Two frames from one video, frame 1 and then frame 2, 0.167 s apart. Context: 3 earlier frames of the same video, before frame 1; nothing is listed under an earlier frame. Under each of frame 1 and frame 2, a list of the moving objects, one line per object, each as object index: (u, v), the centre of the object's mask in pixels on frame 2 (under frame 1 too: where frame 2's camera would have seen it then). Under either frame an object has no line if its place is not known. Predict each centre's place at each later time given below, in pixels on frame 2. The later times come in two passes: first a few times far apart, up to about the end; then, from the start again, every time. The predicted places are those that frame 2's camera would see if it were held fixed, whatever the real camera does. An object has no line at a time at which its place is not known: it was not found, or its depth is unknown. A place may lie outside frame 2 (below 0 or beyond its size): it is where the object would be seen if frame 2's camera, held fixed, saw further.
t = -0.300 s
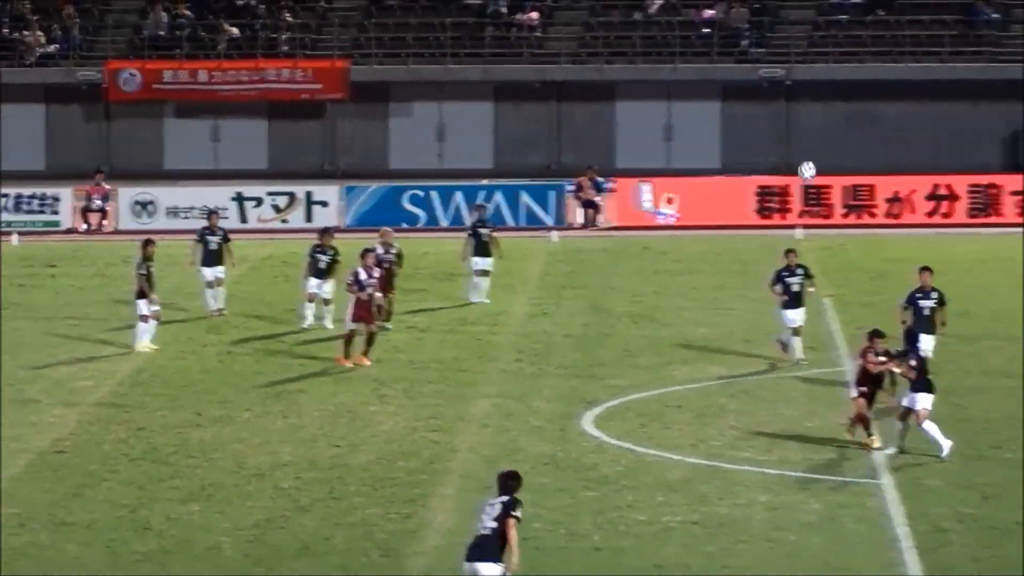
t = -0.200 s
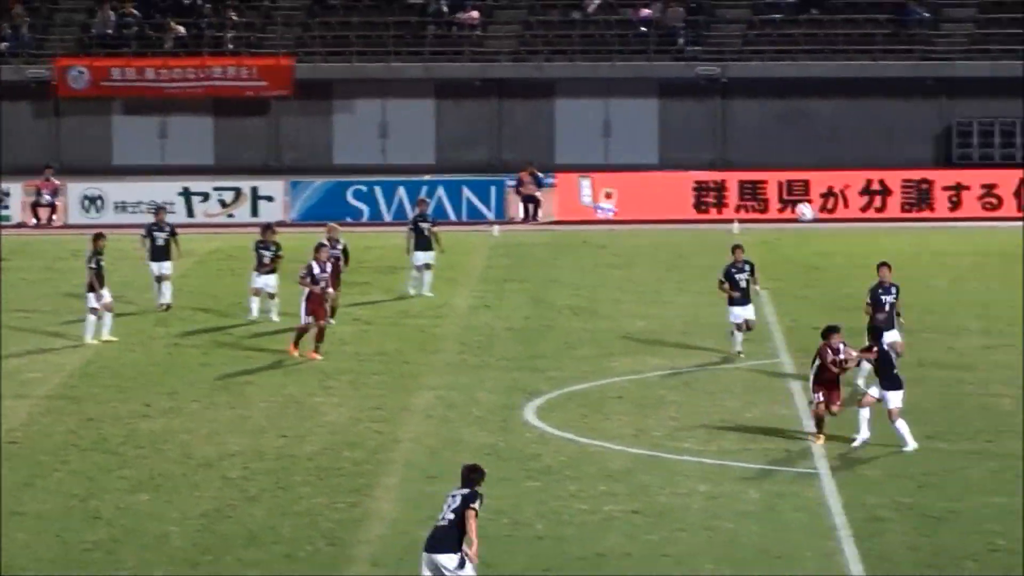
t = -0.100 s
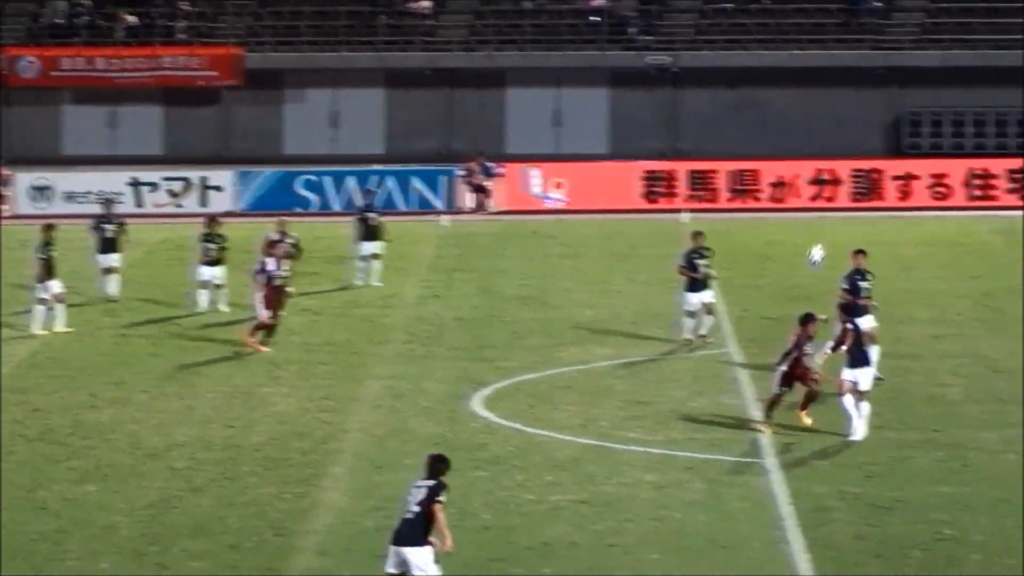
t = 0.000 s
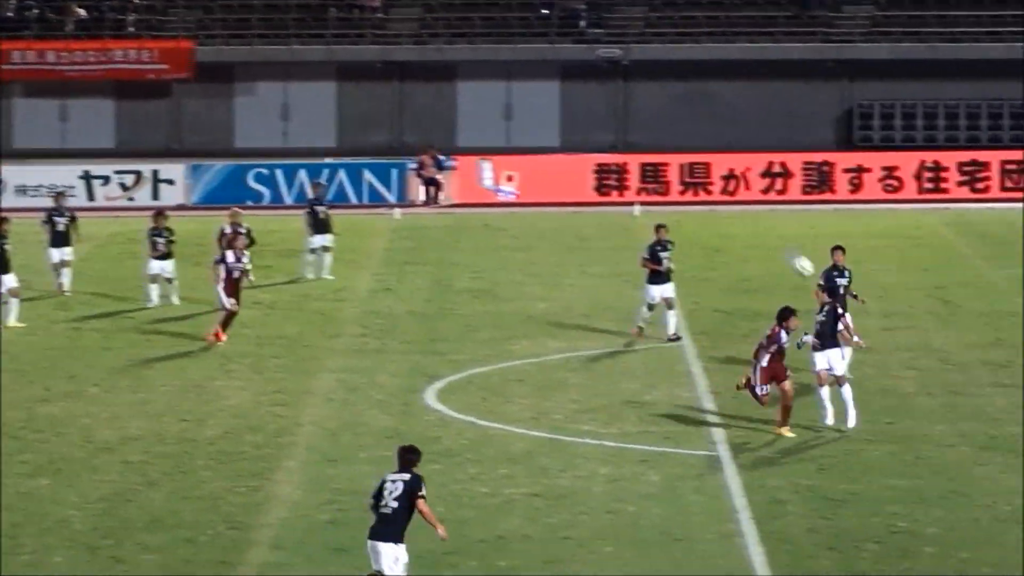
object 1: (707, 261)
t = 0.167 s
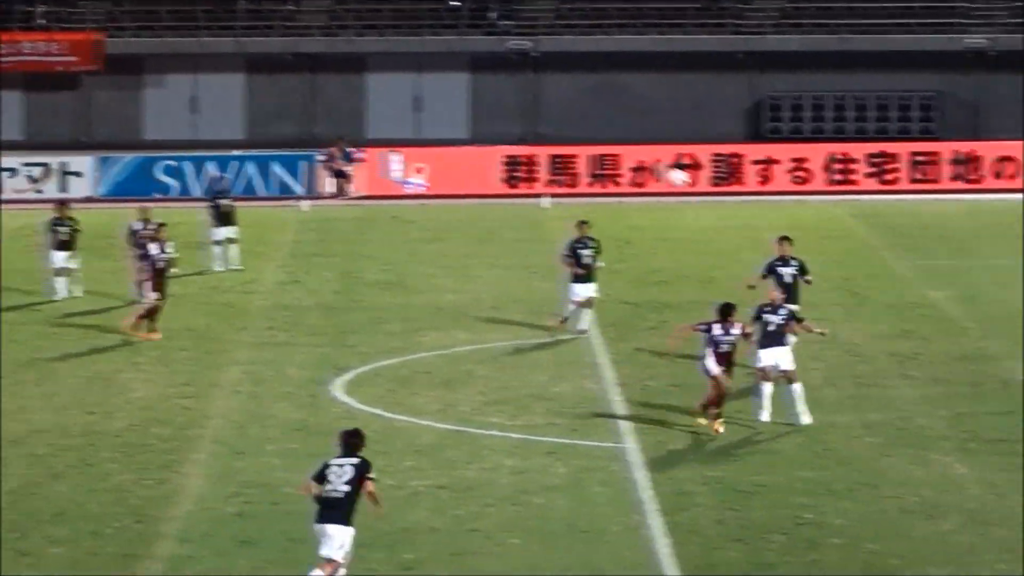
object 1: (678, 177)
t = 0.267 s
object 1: (658, 143)
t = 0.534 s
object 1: (604, 84)
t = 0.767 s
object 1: (558, 80)
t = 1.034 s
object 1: (508, 127)
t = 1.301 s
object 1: (463, 233)
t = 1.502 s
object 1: (430, 352)
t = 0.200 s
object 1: (672, 165)
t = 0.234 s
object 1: (665, 155)
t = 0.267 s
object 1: (658, 143)
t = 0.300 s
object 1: (651, 133)
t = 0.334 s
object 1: (644, 124)
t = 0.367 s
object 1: (637, 114)
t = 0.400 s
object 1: (630, 107)
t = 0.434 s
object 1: (624, 100)
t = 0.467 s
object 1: (617, 93)
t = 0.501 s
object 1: (610, 89)
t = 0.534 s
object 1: (604, 84)
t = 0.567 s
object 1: (597, 81)
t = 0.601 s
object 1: (591, 79)
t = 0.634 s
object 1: (584, 77)
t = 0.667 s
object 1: (578, 76)
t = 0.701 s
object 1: (571, 77)
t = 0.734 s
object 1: (565, 77)
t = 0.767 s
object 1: (558, 80)
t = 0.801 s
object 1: (552, 83)
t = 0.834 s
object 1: (546, 86)
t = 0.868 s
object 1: (539, 91)
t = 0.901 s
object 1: (534, 96)
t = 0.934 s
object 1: (527, 102)
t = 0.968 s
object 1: (521, 110)
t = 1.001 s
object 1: (515, 118)
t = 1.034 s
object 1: (508, 127)
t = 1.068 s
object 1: (503, 137)
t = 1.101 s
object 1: (497, 148)
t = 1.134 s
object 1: (491, 161)
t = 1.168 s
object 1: (485, 174)
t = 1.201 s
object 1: (480, 187)
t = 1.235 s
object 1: (474, 202)
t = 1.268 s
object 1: (469, 217)
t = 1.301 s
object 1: (463, 233)
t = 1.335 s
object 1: (457, 252)
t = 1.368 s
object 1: (452, 269)
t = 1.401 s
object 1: (447, 289)
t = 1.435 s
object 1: (441, 309)
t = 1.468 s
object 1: (435, 329)
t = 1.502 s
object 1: (430, 352)
